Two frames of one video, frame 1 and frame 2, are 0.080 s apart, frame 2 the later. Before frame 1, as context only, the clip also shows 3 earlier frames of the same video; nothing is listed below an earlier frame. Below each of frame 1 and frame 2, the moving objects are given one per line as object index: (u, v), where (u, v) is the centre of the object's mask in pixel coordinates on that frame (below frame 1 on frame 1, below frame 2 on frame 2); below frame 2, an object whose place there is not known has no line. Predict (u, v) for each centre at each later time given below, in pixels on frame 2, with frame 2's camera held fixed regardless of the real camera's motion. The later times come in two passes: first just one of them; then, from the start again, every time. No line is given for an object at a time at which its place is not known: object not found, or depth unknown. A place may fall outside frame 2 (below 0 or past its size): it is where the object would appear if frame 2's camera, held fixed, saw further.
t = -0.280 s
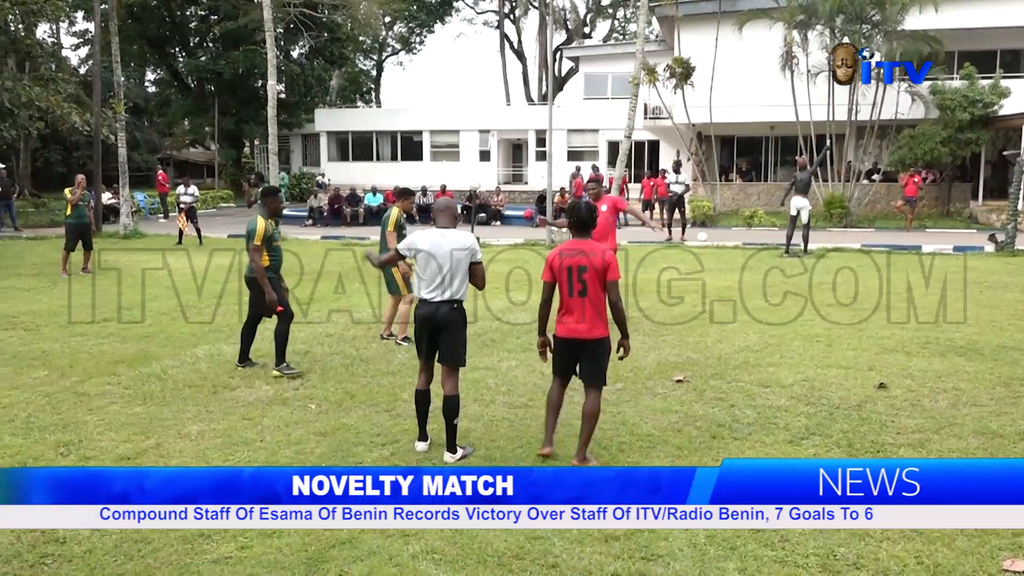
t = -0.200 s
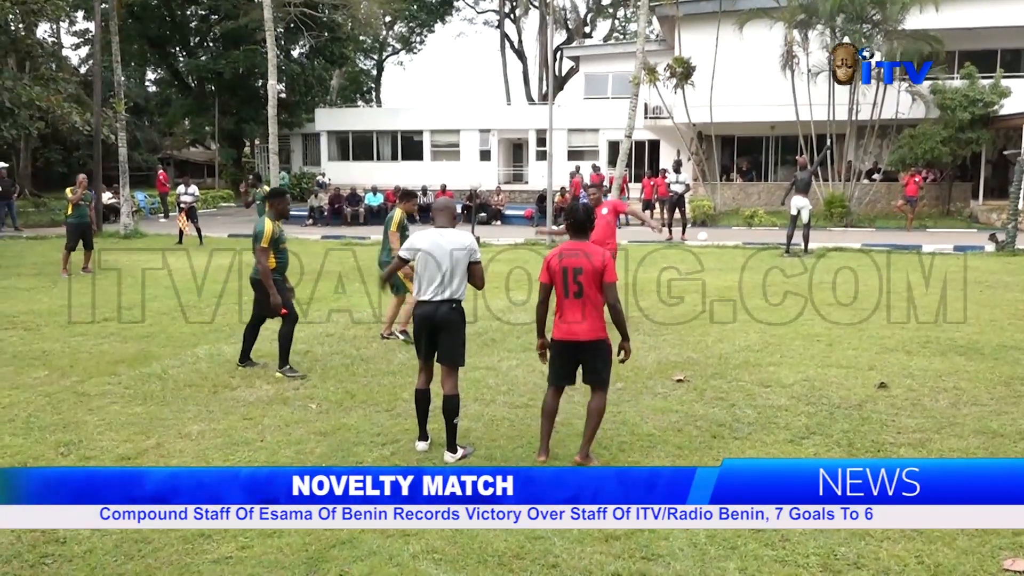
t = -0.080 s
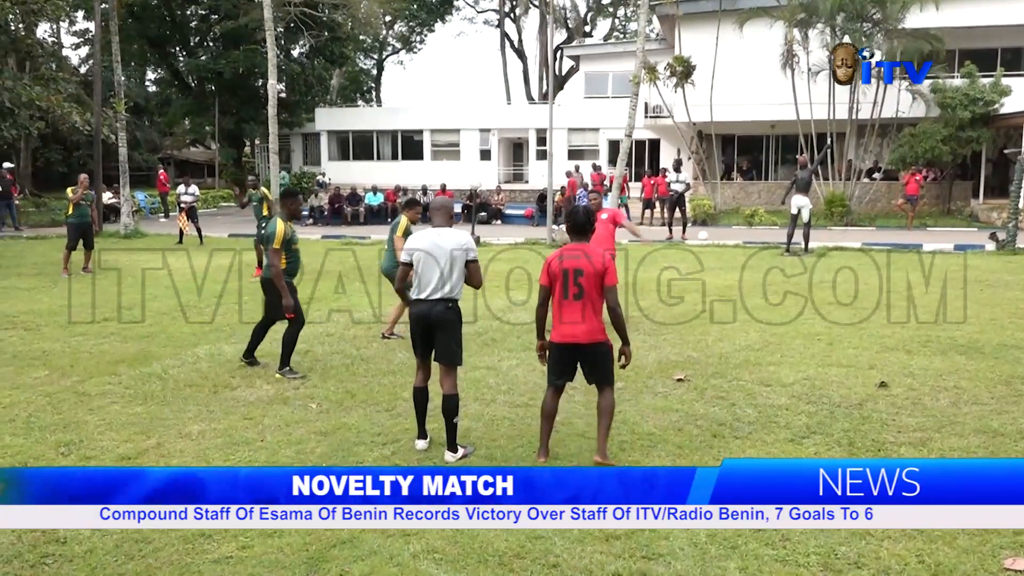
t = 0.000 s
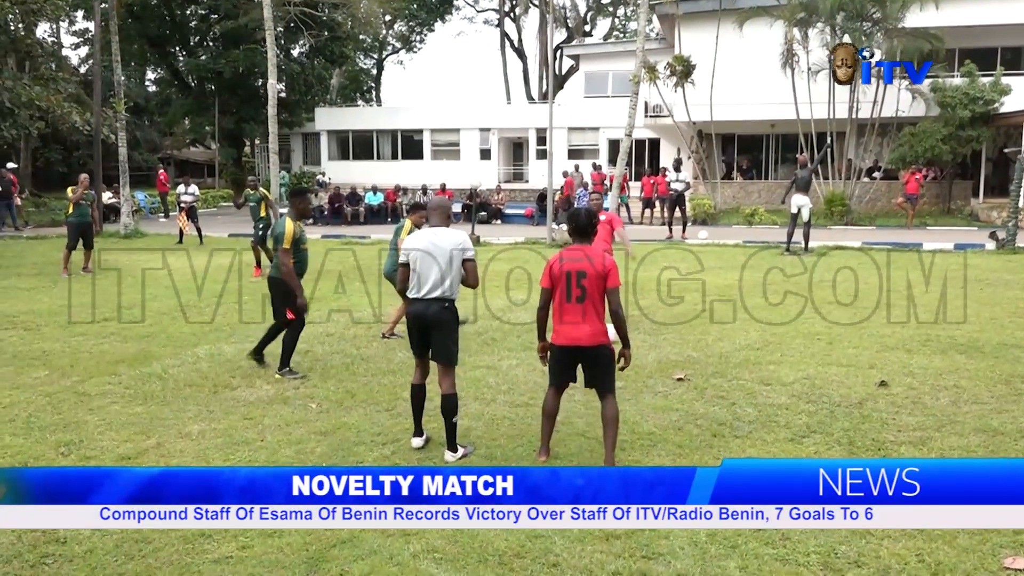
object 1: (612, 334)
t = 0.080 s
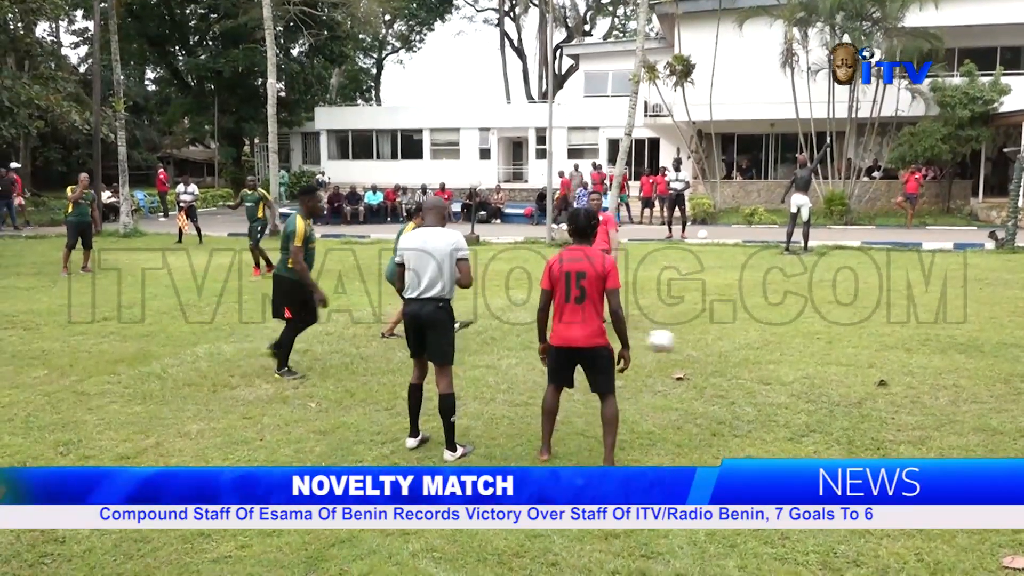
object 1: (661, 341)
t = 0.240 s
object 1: (763, 358)
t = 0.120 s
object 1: (685, 342)
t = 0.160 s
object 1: (710, 345)
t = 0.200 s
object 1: (735, 350)
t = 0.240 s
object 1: (763, 358)
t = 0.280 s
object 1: (792, 367)
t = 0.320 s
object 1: (819, 372)
